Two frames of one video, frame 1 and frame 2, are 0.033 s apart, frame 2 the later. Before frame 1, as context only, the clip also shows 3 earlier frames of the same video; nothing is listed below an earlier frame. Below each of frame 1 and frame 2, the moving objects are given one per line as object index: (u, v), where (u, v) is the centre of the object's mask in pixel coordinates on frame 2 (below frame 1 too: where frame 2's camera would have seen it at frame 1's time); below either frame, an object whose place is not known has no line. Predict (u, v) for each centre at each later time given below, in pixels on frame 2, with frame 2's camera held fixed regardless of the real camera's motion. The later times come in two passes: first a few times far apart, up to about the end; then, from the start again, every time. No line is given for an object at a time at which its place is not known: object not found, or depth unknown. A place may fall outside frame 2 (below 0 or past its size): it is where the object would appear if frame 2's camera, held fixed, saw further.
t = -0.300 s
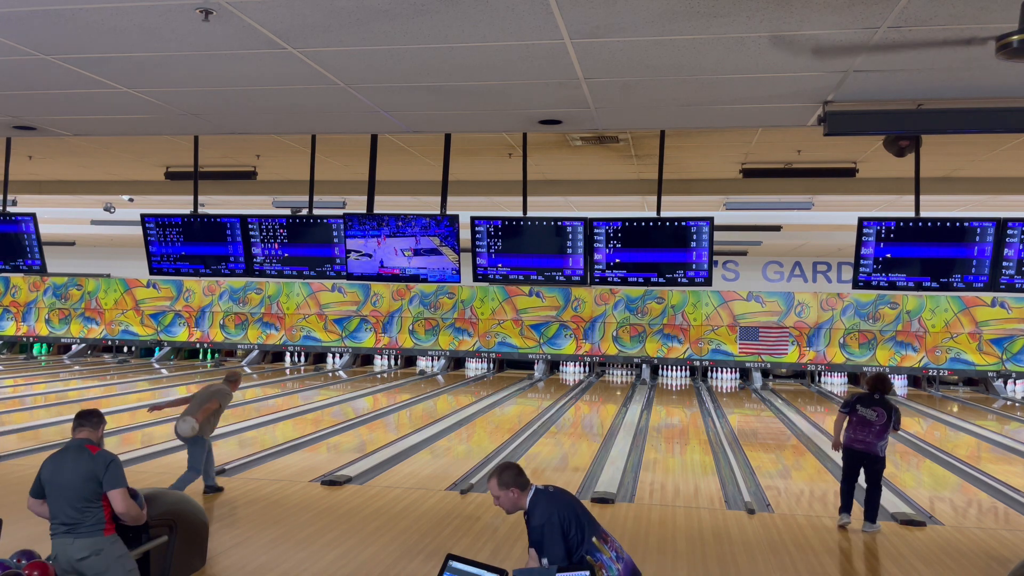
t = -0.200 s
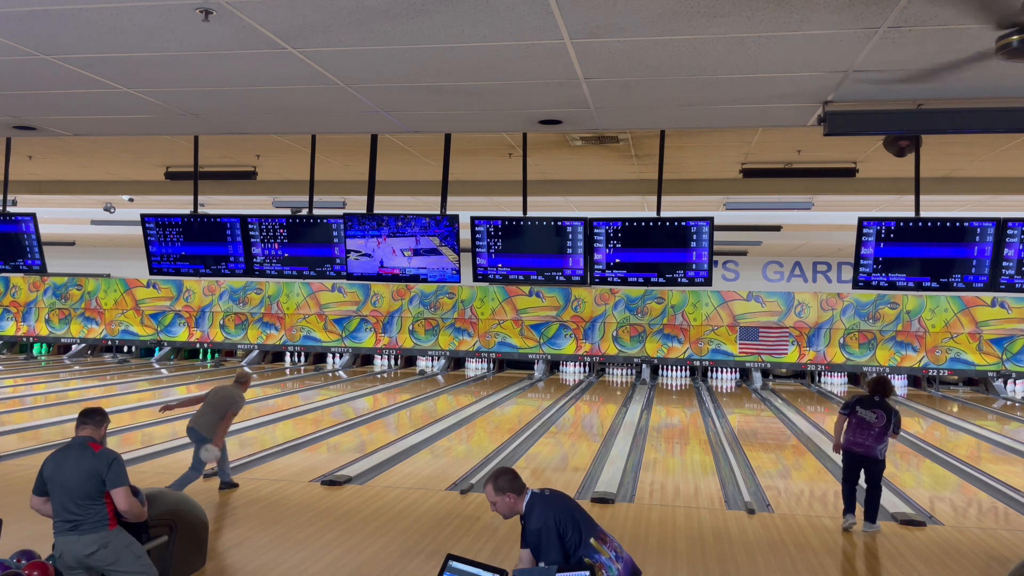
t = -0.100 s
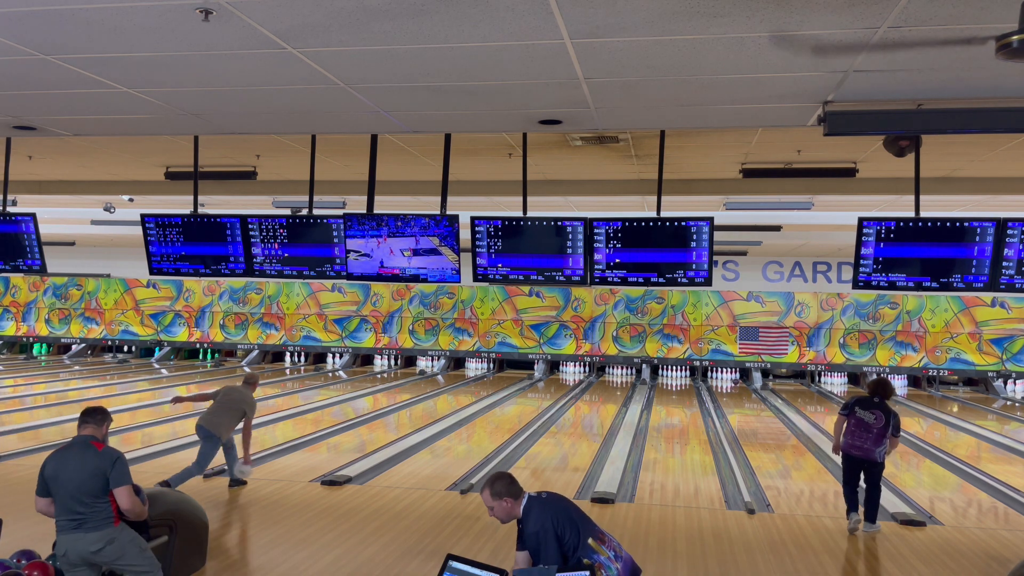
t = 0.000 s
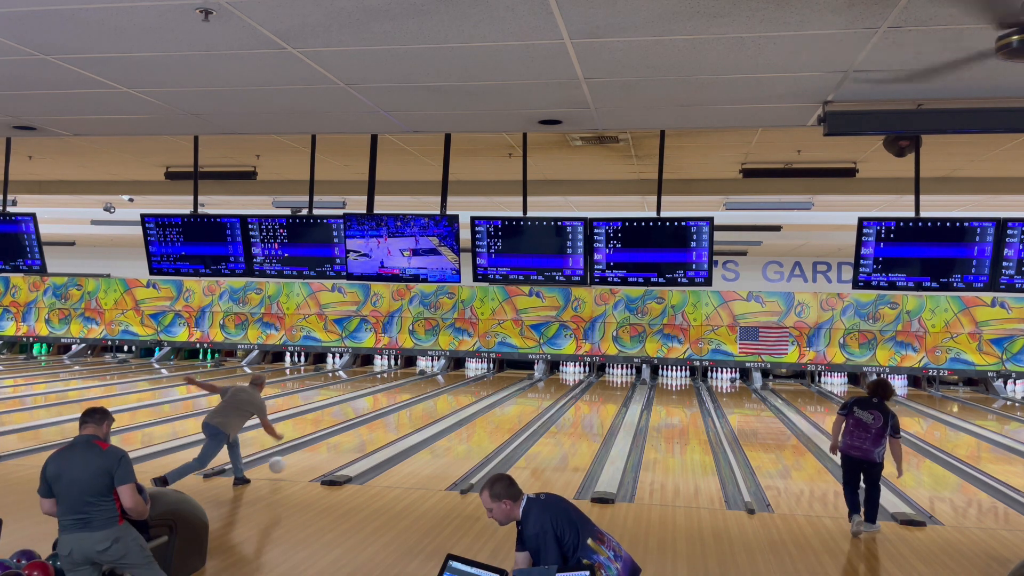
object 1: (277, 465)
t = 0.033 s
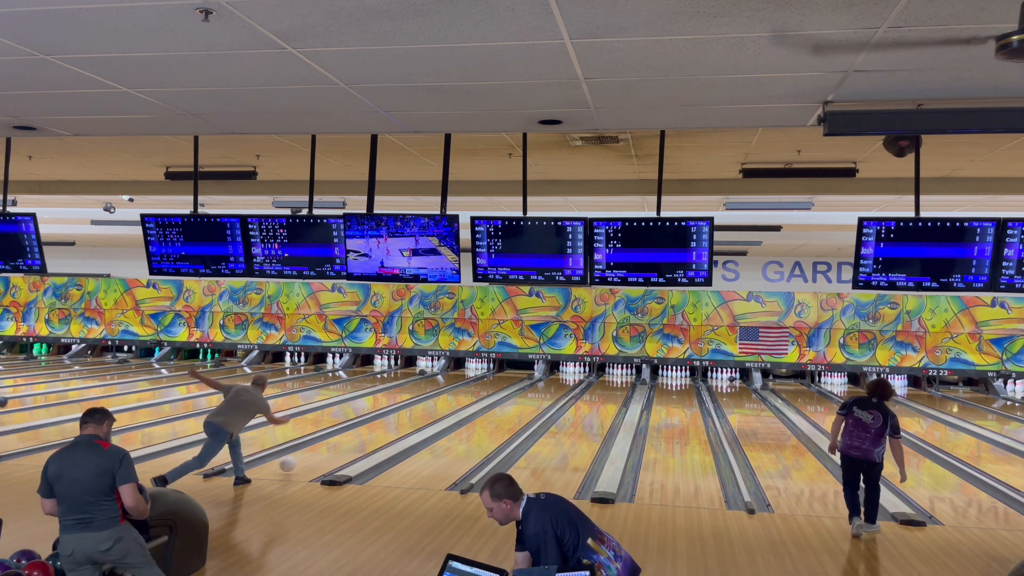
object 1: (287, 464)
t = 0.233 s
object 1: (339, 446)
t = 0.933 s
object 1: (447, 403)
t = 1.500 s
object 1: (493, 385)
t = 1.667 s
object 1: (503, 381)
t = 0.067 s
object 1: (297, 463)
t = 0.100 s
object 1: (306, 458)
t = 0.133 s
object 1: (315, 454)
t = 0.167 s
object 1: (323, 452)
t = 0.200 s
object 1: (331, 449)
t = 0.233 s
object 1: (339, 446)
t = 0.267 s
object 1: (346, 443)
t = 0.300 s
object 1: (354, 440)
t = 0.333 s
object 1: (360, 437)
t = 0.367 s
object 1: (366, 435)
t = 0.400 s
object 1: (372, 432)
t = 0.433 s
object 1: (378, 430)
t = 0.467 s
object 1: (384, 427)
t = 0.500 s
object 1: (390, 425)
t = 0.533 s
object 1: (395, 423)
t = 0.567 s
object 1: (400, 421)
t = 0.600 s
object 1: (405, 419)
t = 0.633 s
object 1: (410, 417)
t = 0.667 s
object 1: (414, 415)
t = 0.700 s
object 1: (419, 414)
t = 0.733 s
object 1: (423, 412)
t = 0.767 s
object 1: (427, 411)
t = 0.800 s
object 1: (431, 409)
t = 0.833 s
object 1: (435, 407)
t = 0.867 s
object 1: (439, 406)
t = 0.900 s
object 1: (443, 404)
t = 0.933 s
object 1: (447, 403)
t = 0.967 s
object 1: (450, 402)
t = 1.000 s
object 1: (453, 400)
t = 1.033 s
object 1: (456, 399)
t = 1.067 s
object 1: (459, 398)
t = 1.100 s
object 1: (462, 396)
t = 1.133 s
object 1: (466, 395)
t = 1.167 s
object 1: (468, 394)
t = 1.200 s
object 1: (471, 393)
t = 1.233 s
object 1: (474, 392)
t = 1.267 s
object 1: (477, 391)
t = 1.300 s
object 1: (479, 390)
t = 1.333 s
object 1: (482, 389)
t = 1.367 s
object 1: (484, 388)
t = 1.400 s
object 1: (486, 387)
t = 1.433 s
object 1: (489, 386)
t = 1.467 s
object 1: (491, 385)
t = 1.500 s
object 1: (493, 385)
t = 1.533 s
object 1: (495, 384)
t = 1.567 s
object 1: (497, 383)
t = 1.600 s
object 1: (499, 382)
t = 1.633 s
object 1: (501, 381)
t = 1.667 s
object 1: (503, 381)
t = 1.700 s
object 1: (505, 380)
